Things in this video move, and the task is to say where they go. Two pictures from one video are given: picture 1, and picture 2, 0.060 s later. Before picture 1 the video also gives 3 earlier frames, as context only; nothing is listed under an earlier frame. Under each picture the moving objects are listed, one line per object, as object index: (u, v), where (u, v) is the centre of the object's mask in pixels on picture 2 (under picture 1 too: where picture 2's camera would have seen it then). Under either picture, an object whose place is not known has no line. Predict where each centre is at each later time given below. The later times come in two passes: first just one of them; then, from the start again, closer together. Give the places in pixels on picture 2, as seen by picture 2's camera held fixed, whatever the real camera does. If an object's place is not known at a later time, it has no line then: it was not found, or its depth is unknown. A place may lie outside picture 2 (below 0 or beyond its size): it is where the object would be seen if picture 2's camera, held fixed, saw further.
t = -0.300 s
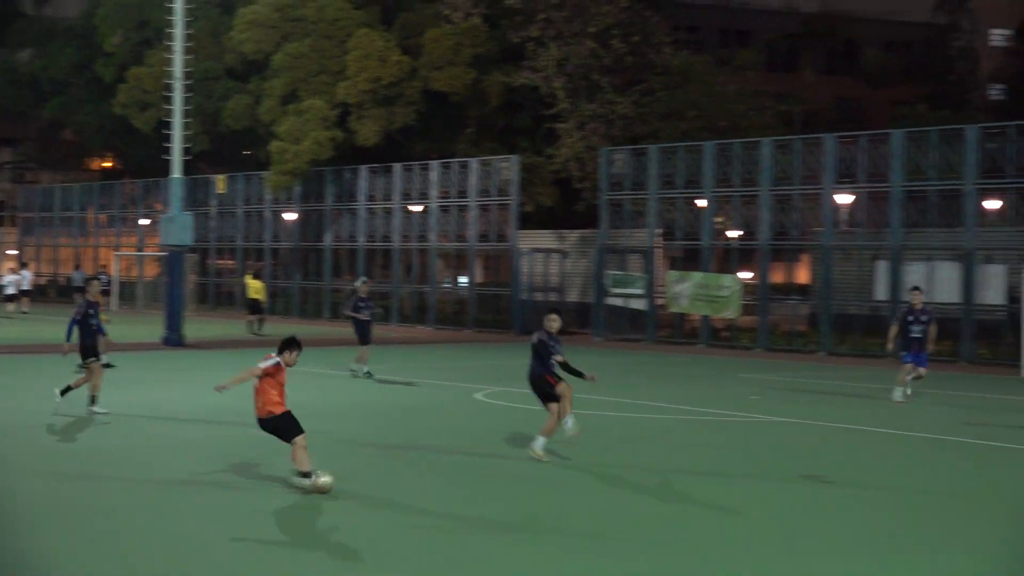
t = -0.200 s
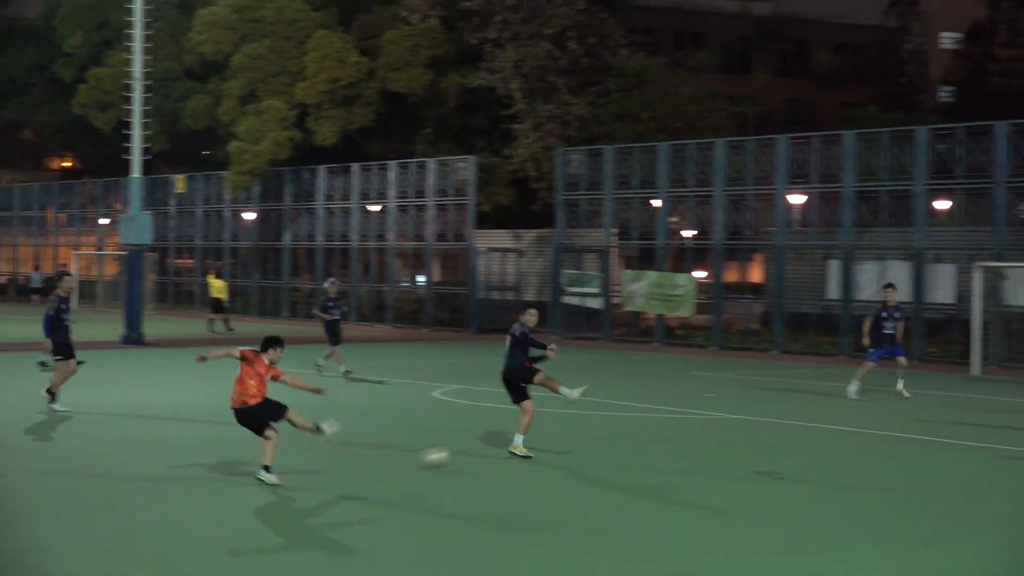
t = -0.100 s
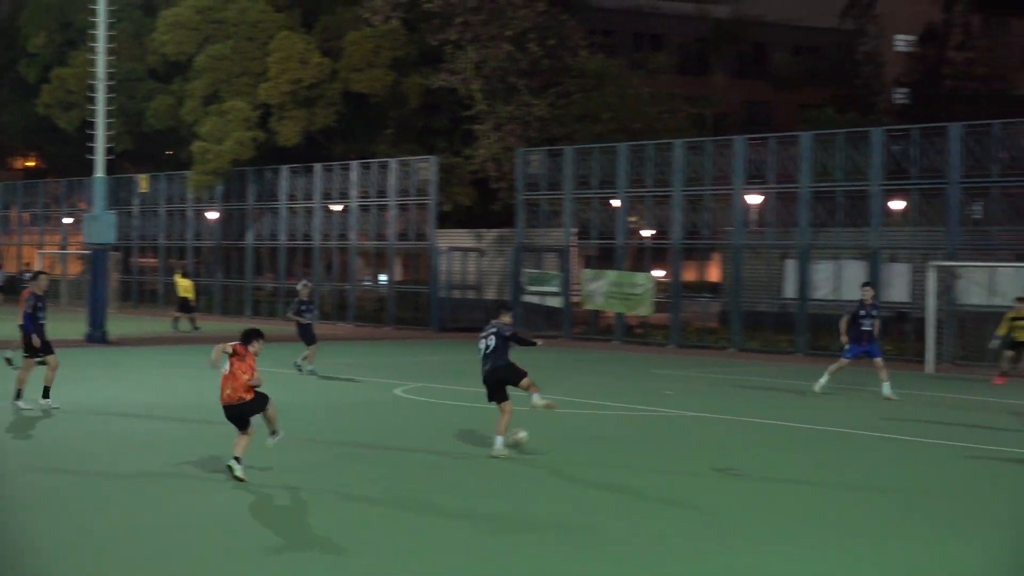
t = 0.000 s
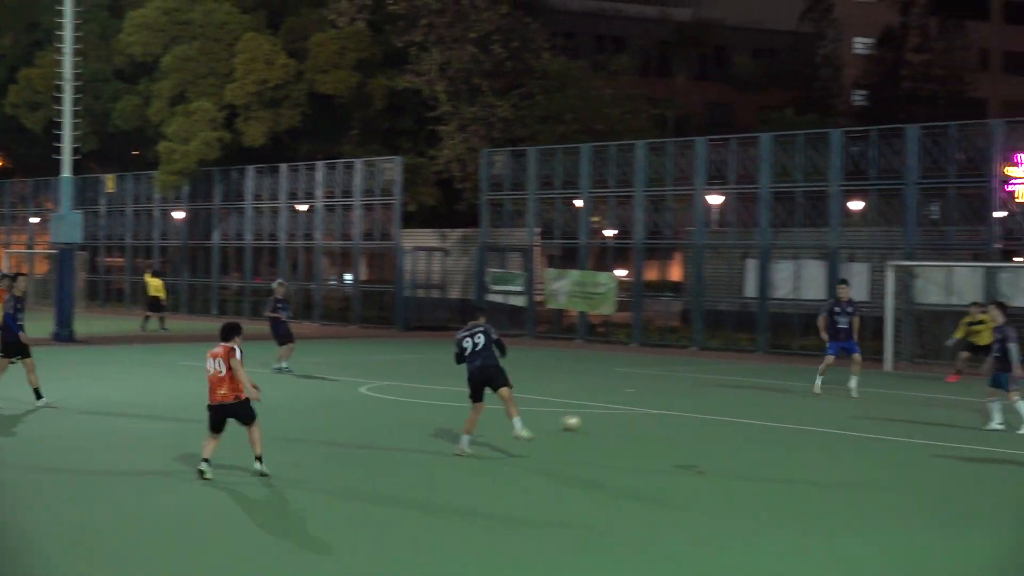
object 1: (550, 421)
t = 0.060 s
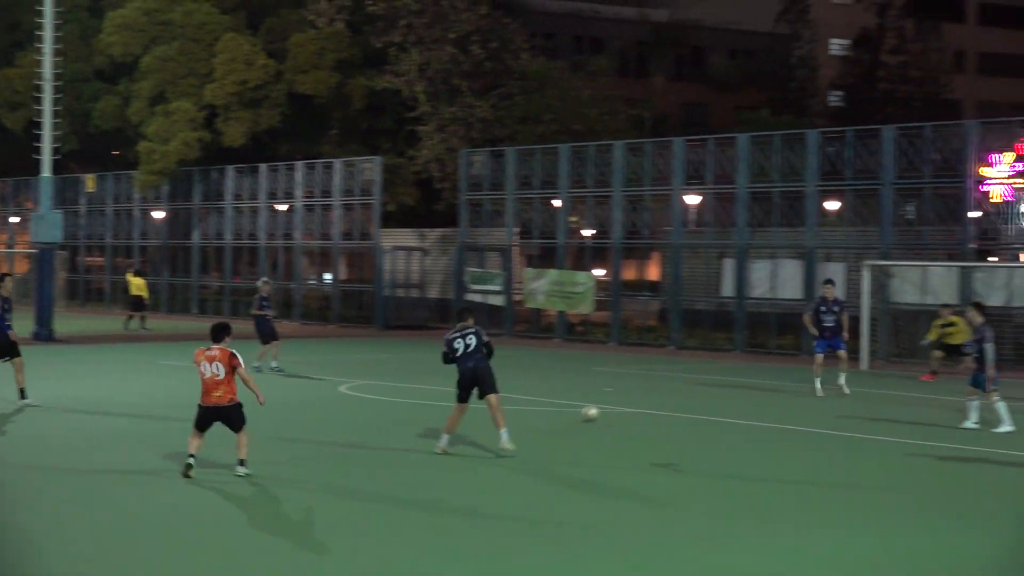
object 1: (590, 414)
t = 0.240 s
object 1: (688, 399)
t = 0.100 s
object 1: (616, 410)
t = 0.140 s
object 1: (639, 408)
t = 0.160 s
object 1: (650, 406)
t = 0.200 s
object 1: (669, 401)
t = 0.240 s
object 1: (688, 399)
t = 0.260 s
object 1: (696, 398)
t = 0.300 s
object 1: (714, 398)
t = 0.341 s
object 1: (728, 395)
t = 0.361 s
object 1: (734, 393)
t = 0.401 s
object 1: (748, 391)
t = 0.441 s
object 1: (760, 390)
